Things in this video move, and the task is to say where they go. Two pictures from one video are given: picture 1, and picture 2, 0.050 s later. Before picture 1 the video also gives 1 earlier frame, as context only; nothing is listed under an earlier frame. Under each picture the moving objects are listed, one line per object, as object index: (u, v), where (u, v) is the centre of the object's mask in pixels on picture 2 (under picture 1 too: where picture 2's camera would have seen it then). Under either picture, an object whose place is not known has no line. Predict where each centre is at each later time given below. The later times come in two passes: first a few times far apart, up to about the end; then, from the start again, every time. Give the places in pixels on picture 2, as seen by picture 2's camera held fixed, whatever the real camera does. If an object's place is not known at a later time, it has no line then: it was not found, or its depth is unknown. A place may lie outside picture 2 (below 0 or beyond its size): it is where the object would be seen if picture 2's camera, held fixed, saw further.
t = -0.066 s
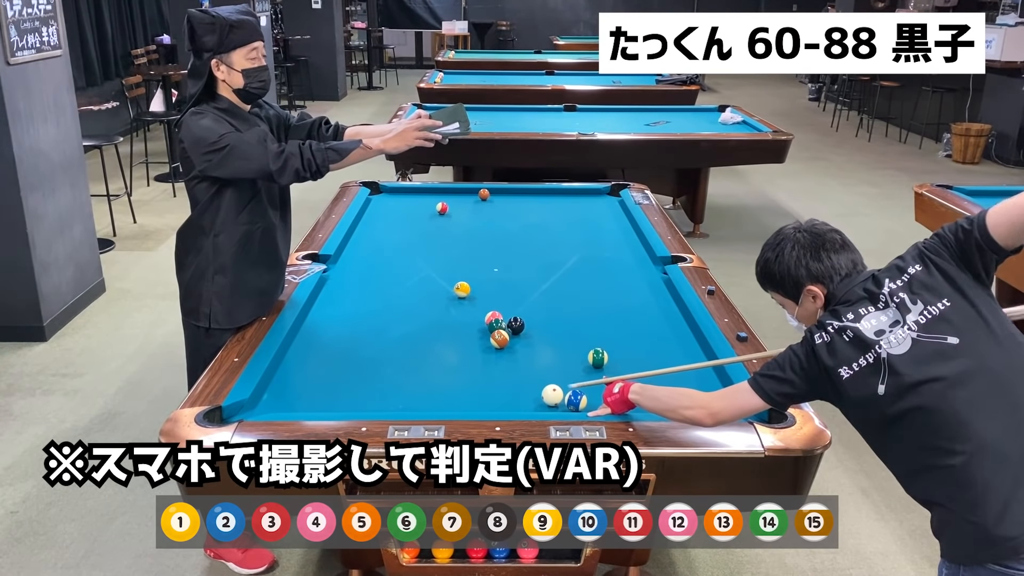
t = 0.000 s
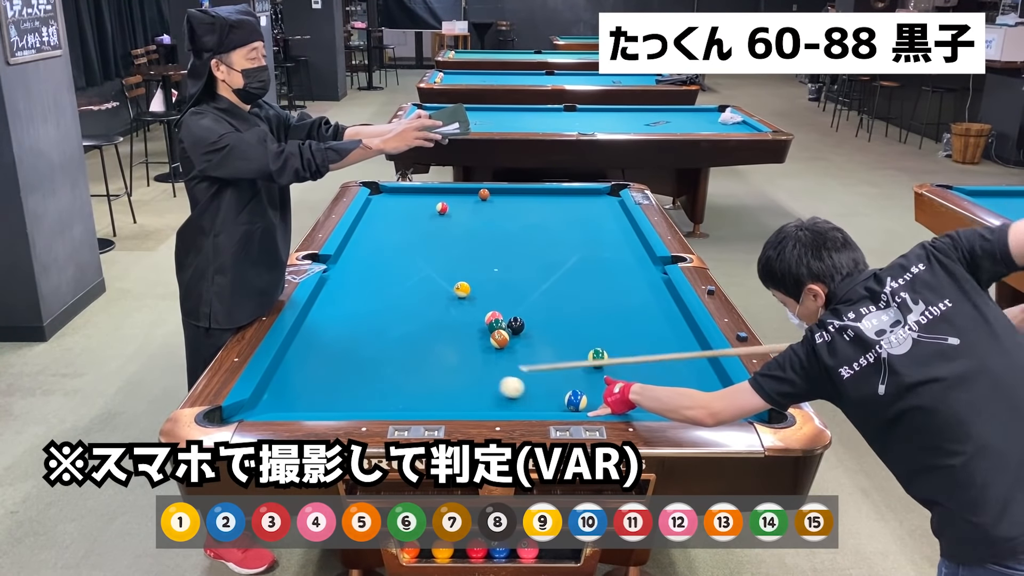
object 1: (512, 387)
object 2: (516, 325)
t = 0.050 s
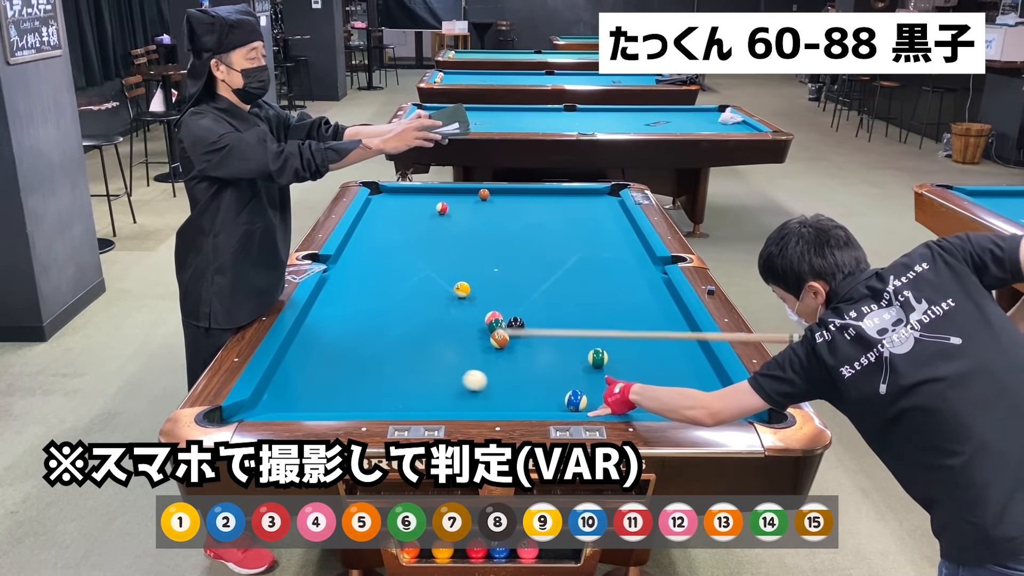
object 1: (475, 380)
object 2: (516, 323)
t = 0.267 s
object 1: (329, 355)
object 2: (516, 325)
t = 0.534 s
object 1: (376, 335)
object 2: (516, 325)
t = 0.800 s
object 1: (462, 320)
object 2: (516, 325)
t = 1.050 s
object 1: (498, 305)
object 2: (520, 327)
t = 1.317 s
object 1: (526, 291)
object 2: (527, 331)
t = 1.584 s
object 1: (550, 278)
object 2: (534, 333)
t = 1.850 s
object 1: (572, 267)
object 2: (539, 335)
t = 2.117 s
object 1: (592, 257)
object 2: (542, 337)
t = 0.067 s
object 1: (463, 378)
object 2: (516, 326)
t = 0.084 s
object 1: (451, 376)
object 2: (516, 325)
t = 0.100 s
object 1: (439, 374)
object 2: (516, 325)
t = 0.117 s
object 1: (428, 372)
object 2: (516, 325)
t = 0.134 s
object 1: (416, 370)
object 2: (516, 325)
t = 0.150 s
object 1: (405, 368)
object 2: (516, 325)
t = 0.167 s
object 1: (394, 366)
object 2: (516, 325)
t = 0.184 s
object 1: (383, 364)
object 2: (516, 325)
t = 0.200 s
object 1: (372, 362)
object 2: (516, 325)
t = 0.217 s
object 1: (361, 360)
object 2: (516, 325)
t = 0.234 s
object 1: (350, 358)
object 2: (516, 325)
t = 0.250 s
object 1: (339, 357)
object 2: (516, 325)
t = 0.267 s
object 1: (329, 355)
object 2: (516, 325)
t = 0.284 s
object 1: (318, 353)
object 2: (516, 326)
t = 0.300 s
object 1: (308, 351)
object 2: (516, 326)
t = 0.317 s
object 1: (297, 349)
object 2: (516, 326)
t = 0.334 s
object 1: (289, 348)
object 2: (516, 325)
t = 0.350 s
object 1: (295, 346)
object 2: (516, 325)
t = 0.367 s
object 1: (304, 345)
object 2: (516, 325)
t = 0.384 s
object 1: (312, 344)
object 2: (516, 325)
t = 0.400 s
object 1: (320, 343)
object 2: (516, 325)
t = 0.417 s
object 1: (329, 342)
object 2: (516, 325)
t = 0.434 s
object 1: (336, 341)
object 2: (516, 325)
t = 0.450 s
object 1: (343, 340)
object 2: (516, 325)
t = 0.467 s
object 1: (350, 339)
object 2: (516, 325)
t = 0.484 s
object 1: (357, 338)
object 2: (516, 325)
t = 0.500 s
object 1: (363, 337)
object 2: (516, 325)
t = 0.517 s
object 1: (370, 336)
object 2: (516, 325)
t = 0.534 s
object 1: (376, 335)
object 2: (516, 325)
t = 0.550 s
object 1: (381, 334)
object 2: (516, 325)
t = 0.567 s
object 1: (387, 333)
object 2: (516, 325)
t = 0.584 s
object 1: (393, 332)
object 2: (516, 325)
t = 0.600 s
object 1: (398, 331)
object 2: (516, 325)
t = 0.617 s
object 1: (404, 330)
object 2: (516, 325)
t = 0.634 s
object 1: (410, 329)
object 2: (516, 325)
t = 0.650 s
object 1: (415, 328)
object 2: (516, 325)
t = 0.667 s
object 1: (420, 327)
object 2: (516, 325)
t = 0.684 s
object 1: (426, 326)
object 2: (516, 325)
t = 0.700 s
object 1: (431, 326)
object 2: (516, 325)
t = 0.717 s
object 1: (437, 325)
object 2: (516, 325)
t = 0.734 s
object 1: (442, 324)
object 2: (516, 325)
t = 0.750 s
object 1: (447, 323)
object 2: (516, 325)
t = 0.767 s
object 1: (452, 322)
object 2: (516, 325)
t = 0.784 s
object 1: (457, 321)
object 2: (516, 325)
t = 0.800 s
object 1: (462, 320)
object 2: (516, 325)
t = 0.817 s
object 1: (468, 320)
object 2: (516, 325)
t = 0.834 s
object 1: (473, 319)
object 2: (516, 325)
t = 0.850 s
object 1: (477, 318)
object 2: (516, 325)
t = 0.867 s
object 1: (478, 317)
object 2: (516, 325)
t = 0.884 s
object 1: (479, 316)
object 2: (516, 325)
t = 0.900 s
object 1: (481, 314)
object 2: (516, 326)
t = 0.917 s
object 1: (483, 313)
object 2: (516, 326)
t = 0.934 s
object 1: (484, 312)
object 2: (517, 326)
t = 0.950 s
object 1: (486, 311)
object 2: (517, 326)
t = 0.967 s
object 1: (489, 310)
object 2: (518, 326)
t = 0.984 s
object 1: (490, 309)
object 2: (518, 327)
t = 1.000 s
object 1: (492, 308)
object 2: (519, 327)
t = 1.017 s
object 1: (494, 307)
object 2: (519, 327)
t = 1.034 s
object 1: (496, 306)
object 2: (520, 327)
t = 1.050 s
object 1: (498, 305)
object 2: (520, 327)
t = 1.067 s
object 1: (500, 304)
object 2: (521, 328)
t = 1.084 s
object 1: (502, 304)
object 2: (521, 328)
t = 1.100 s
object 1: (503, 302)
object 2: (522, 328)
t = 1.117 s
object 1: (505, 302)
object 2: (522, 328)
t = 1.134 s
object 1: (507, 301)
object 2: (523, 329)
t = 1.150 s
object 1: (509, 300)
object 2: (523, 329)
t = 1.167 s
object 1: (511, 299)
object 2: (524, 329)
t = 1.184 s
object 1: (512, 298)
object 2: (524, 329)
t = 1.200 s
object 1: (514, 297)
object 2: (524, 329)
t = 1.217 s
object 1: (516, 296)
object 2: (525, 330)
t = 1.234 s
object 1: (517, 295)
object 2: (525, 330)
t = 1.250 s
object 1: (519, 294)
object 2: (526, 330)
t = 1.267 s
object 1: (521, 294)
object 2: (526, 330)
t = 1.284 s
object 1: (522, 293)
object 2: (527, 330)
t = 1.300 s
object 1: (524, 292)
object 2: (527, 330)
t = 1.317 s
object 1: (526, 291)
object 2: (527, 331)
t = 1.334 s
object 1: (527, 290)
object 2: (528, 331)
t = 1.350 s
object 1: (529, 289)
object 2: (528, 331)
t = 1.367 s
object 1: (531, 289)
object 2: (529, 331)
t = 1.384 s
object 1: (532, 288)
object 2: (529, 331)
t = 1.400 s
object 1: (534, 287)
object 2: (530, 331)
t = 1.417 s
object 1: (535, 286)
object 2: (530, 332)
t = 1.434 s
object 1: (537, 285)
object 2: (530, 332)
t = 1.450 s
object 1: (538, 284)
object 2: (531, 332)
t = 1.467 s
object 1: (540, 284)
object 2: (531, 332)
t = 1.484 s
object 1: (542, 283)
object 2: (532, 332)
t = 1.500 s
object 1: (543, 282)
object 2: (532, 332)
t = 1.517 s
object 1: (544, 281)
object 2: (532, 333)
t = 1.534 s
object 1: (546, 280)
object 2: (533, 333)
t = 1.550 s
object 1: (547, 280)
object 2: (533, 333)
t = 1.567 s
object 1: (549, 279)
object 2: (533, 333)
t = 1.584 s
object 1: (550, 278)
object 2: (534, 333)
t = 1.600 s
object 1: (552, 277)
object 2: (534, 333)
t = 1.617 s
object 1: (553, 277)
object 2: (534, 333)
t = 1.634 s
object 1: (555, 276)
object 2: (535, 333)
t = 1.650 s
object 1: (556, 275)
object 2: (535, 334)
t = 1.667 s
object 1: (558, 274)
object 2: (535, 334)
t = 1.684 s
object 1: (559, 274)
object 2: (536, 334)
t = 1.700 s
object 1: (560, 273)
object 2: (536, 334)
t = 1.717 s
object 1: (562, 272)
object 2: (536, 334)
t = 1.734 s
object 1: (563, 272)
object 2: (537, 334)
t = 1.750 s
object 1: (564, 271)
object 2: (537, 334)
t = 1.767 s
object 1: (566, 270)
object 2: (537, 335)
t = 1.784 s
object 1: (567, 270)
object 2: (538, 335)
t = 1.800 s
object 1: (568, 269)
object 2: (538, 335)
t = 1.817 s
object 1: (570, 268)
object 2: (538, 335)
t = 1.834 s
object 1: (571, 267)
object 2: (538, 335)
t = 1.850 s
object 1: (572, 267)
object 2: (539, 335)
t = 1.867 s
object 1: (573, 266)
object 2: (539, 335)
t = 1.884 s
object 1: (575, 265)
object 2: (539, 335)
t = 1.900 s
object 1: (576, 265)
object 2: (540, 335)
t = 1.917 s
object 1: (577, 264)
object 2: (540, 335)
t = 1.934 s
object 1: (579, 263)
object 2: (540, 336)
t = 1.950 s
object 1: (580, 263)
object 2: (540, 336)
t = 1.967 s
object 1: (581, 262)
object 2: (541, 336)
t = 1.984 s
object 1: (582, 261)
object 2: (541, 336)
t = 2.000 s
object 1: (583, 261)
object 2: (541, 336)
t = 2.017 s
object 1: (585, 260)
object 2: (541, 336)
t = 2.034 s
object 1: (586, 260)
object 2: (541, 336)
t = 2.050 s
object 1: (587, 259)
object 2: (542, 336)
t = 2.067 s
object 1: (588, 258)
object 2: (542, 336)
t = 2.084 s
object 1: (589, 258)
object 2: (542, 336)
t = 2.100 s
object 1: (591, 257)
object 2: (542, 336)
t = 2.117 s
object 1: (592, 257)
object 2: (542, 337)
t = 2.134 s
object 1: (593, 256)
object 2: (543, 337)
